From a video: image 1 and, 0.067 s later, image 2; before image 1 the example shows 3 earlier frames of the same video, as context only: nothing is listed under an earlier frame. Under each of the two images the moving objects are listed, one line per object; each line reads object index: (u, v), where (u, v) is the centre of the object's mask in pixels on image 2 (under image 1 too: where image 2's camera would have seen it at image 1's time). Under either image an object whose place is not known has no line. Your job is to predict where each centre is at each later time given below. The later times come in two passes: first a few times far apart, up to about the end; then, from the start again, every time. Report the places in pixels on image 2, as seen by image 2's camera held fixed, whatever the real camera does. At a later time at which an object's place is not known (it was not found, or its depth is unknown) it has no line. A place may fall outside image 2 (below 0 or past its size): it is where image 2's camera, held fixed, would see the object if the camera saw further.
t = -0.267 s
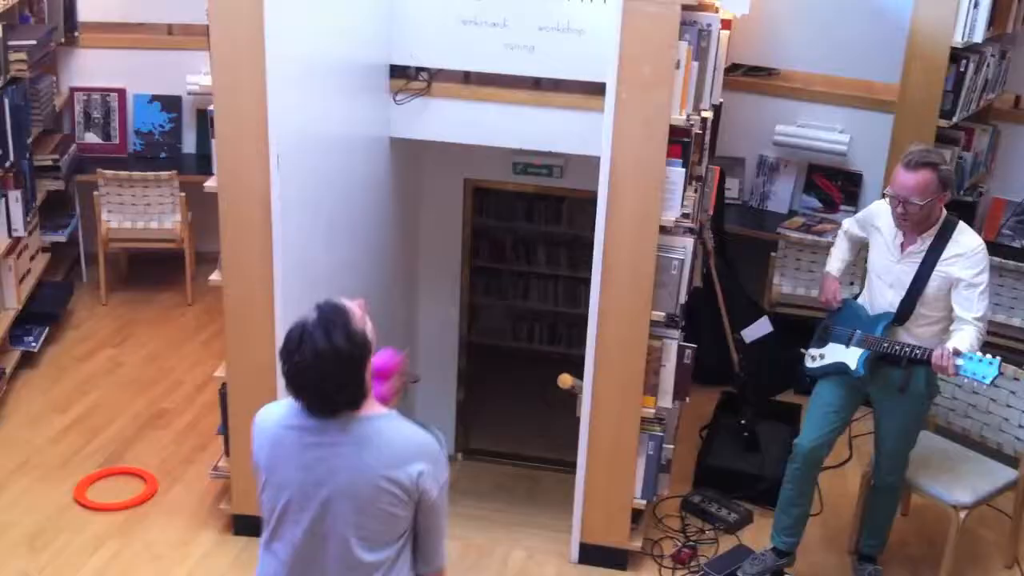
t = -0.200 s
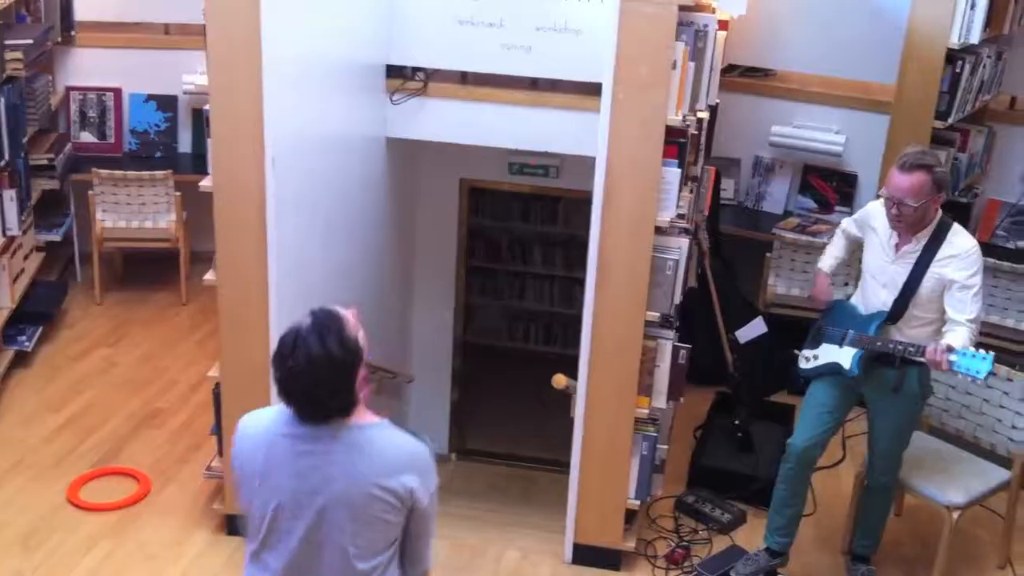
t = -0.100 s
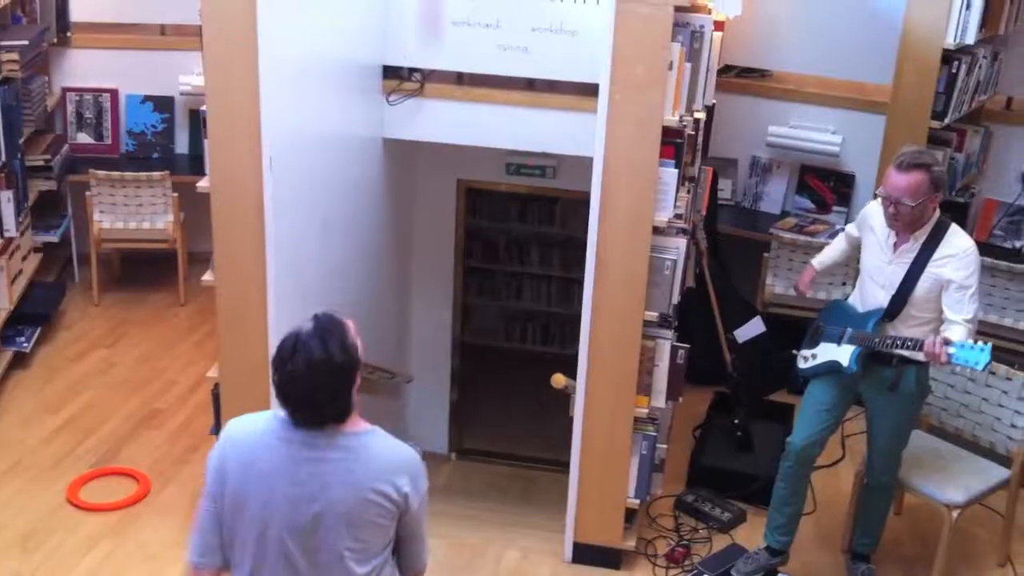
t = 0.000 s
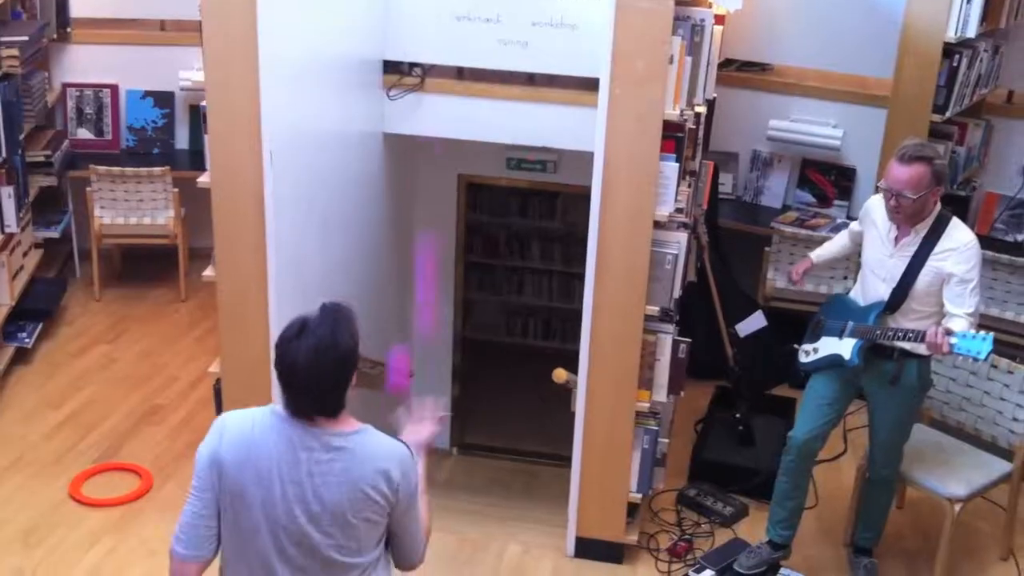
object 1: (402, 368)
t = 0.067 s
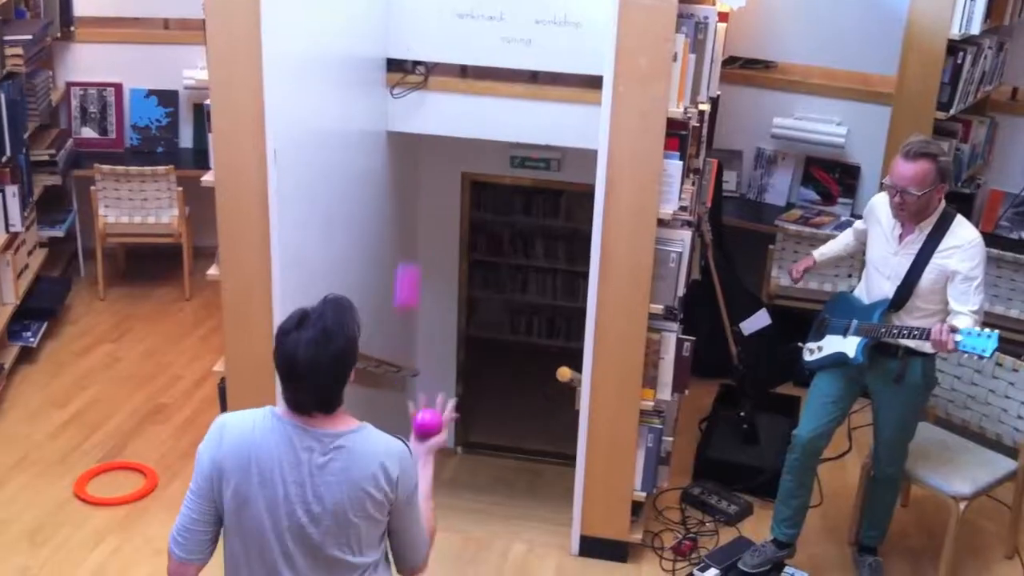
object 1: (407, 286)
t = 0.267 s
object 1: (422, 93)
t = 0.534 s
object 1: (444, 39)
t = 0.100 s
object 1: (409, 248)
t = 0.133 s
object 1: (411, 213)
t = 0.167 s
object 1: (413, 178)
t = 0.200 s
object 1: (416, 150)
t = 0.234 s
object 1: (420, 119)
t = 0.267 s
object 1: (422, 93)
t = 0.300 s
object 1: (425, 75)
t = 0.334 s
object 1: (427, 58)
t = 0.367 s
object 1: (430, 44)
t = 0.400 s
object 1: (434, 35)
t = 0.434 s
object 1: (437, 29)
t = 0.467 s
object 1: (439, 28)
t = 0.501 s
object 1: (441, 30)
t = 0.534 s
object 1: (444, 39)
